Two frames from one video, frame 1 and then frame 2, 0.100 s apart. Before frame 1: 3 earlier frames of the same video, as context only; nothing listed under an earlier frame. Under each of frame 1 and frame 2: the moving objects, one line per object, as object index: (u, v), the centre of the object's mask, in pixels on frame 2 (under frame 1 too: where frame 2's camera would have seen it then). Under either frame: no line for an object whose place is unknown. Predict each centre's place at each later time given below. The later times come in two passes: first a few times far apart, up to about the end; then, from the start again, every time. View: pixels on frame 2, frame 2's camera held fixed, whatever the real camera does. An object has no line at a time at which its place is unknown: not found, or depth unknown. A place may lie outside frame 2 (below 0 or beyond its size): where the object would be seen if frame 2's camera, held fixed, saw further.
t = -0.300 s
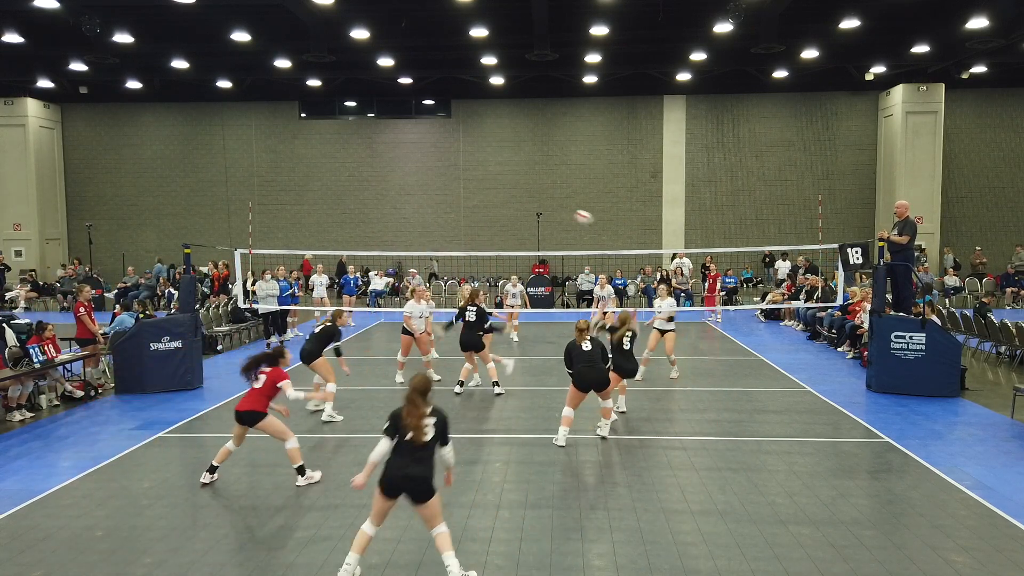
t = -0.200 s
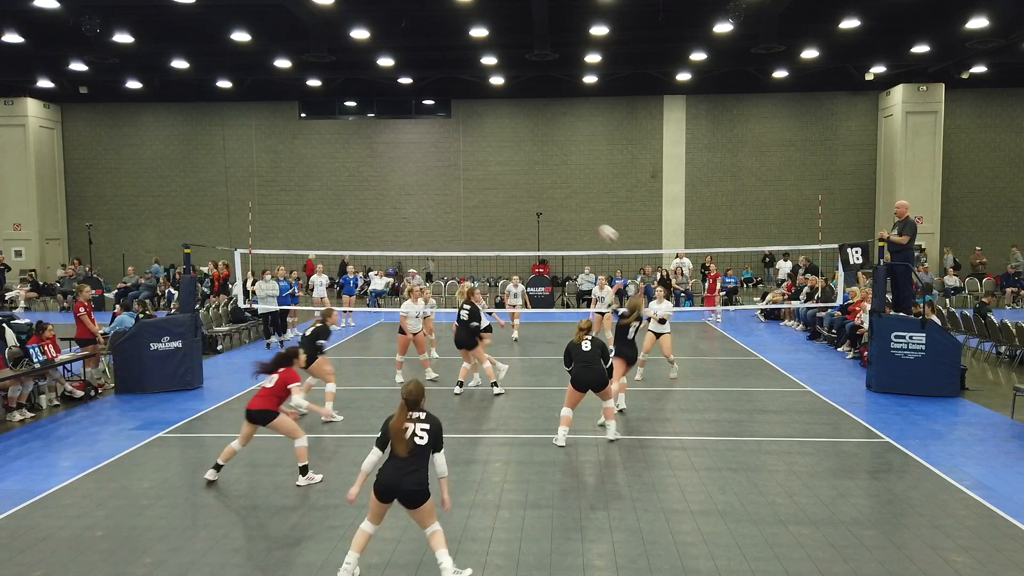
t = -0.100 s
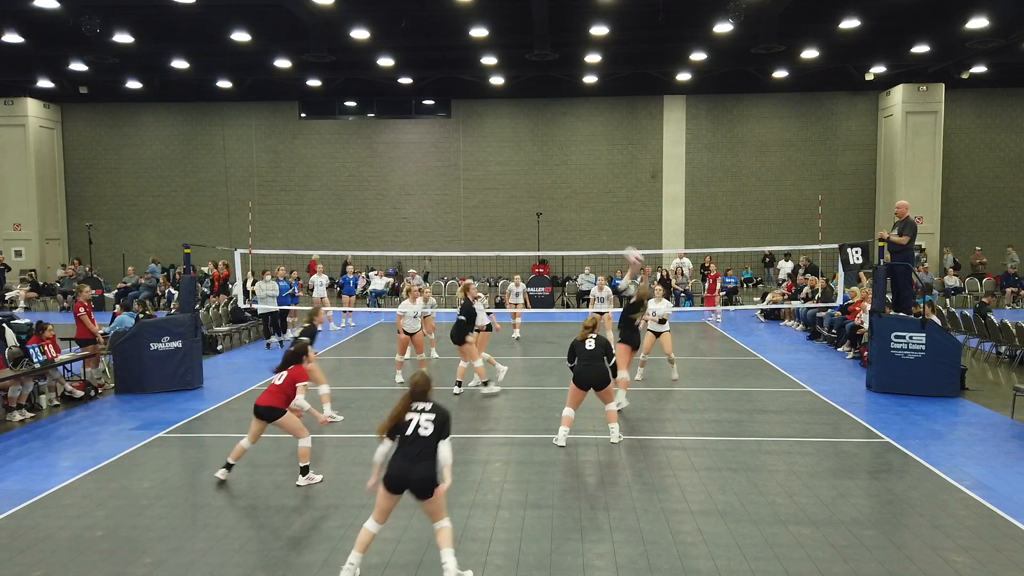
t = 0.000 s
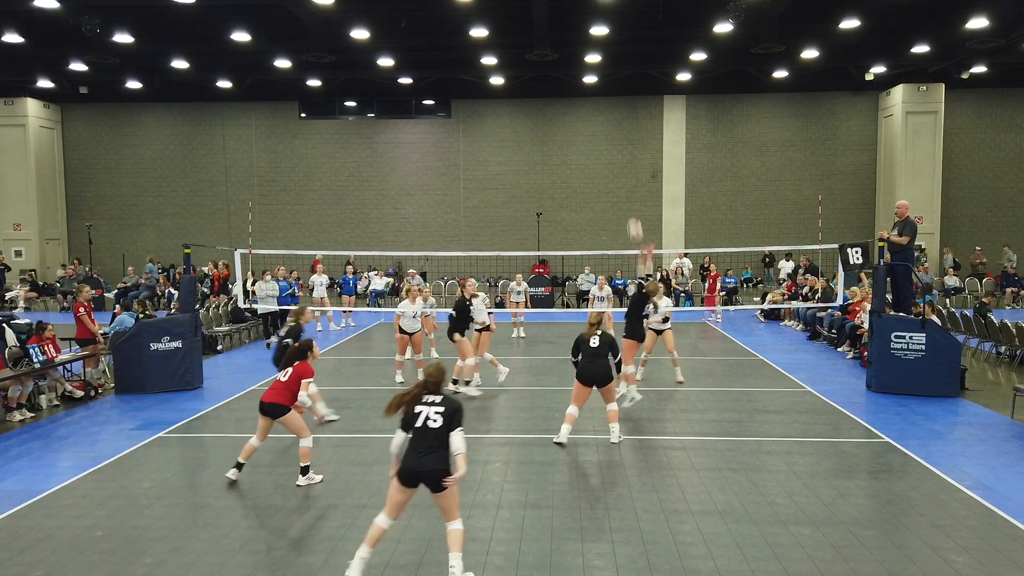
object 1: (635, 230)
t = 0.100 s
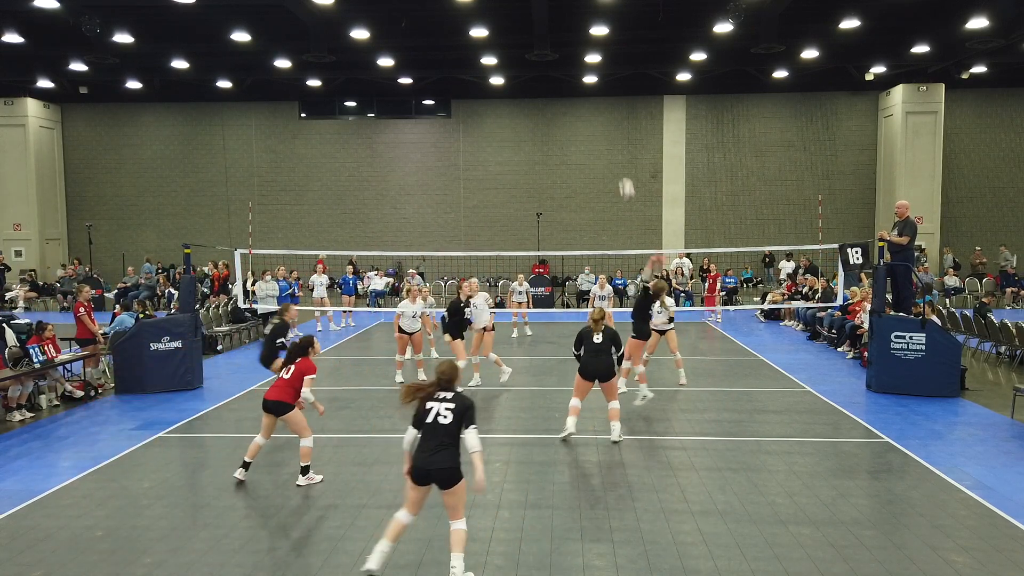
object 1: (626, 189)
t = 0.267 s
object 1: (614, 137)
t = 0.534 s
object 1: (595, 97)
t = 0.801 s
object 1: (577, 107)
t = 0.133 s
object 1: (624, 177)
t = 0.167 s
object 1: (621, 166)
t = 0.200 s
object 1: (619, 156)
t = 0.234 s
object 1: (616, 145)
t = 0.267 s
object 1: (614, 137)
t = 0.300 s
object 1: (611, 129)
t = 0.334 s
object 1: (609, 122)
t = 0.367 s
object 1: (607, 117)
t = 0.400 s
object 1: (604, 111)
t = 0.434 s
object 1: (602, 107)
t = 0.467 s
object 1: (599, 103)
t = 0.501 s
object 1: (597, 100)
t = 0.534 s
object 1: (595, 97)
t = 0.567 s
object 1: (593, 96)
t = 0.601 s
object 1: (590, 95)
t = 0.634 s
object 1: (588, 96)
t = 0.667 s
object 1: (586, 96)
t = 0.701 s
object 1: (584, 98)
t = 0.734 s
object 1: (581, 100)
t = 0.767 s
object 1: (579, 103)
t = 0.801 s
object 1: (577, 107)
